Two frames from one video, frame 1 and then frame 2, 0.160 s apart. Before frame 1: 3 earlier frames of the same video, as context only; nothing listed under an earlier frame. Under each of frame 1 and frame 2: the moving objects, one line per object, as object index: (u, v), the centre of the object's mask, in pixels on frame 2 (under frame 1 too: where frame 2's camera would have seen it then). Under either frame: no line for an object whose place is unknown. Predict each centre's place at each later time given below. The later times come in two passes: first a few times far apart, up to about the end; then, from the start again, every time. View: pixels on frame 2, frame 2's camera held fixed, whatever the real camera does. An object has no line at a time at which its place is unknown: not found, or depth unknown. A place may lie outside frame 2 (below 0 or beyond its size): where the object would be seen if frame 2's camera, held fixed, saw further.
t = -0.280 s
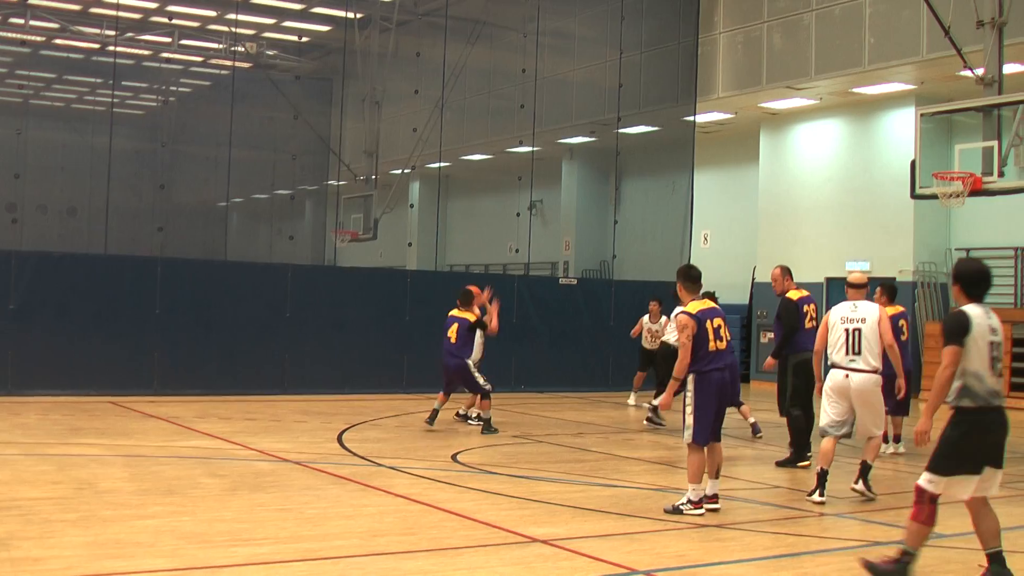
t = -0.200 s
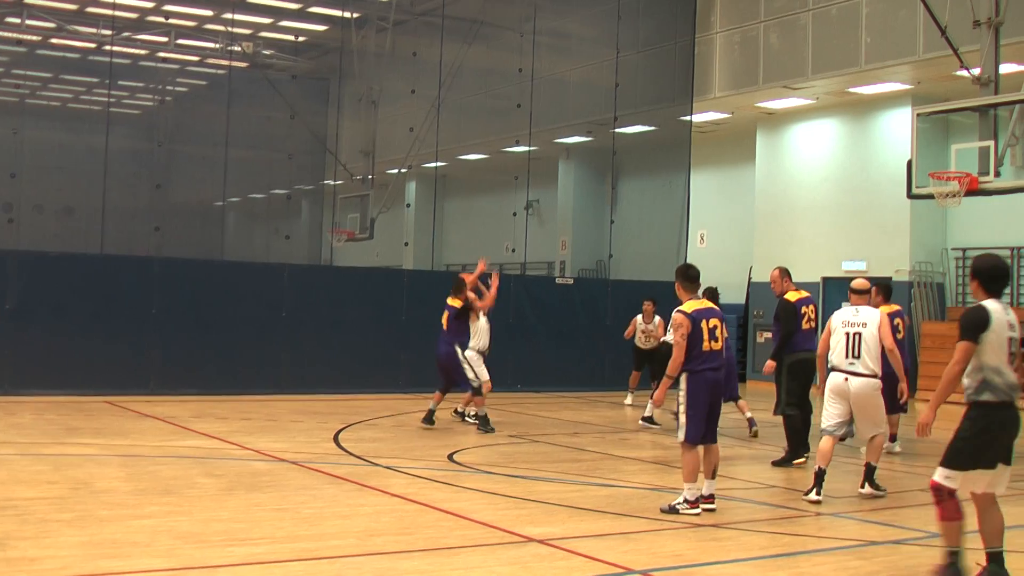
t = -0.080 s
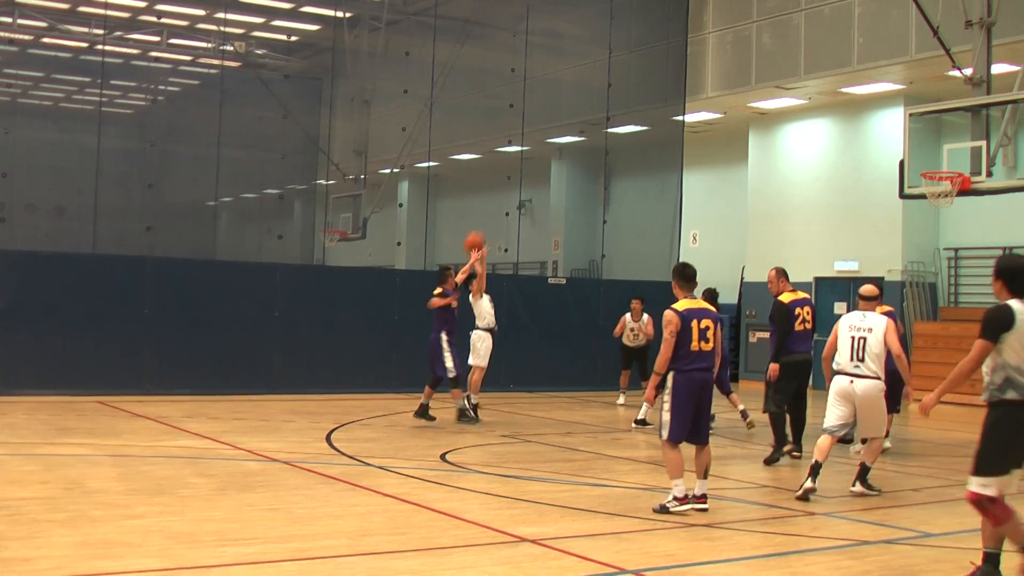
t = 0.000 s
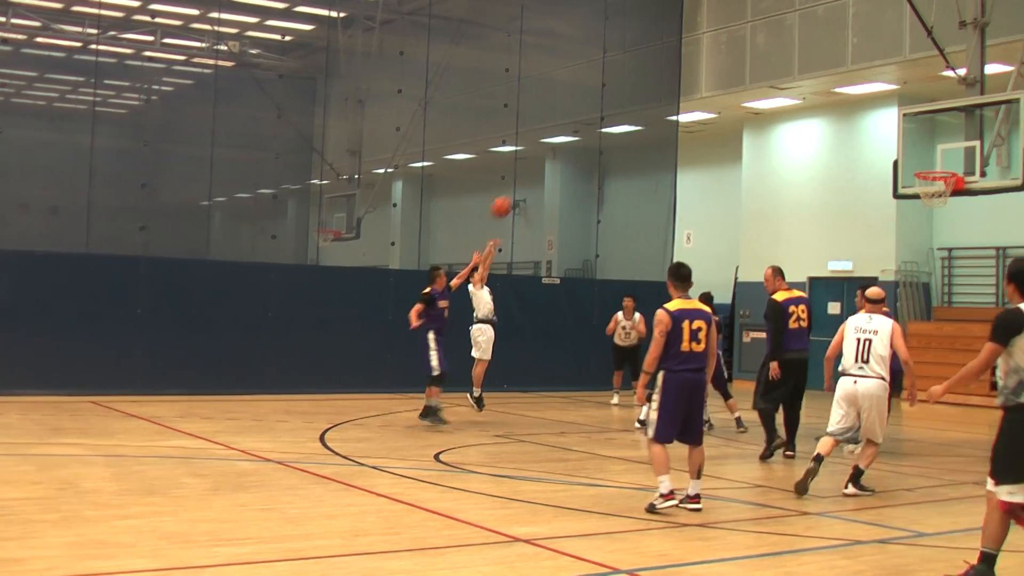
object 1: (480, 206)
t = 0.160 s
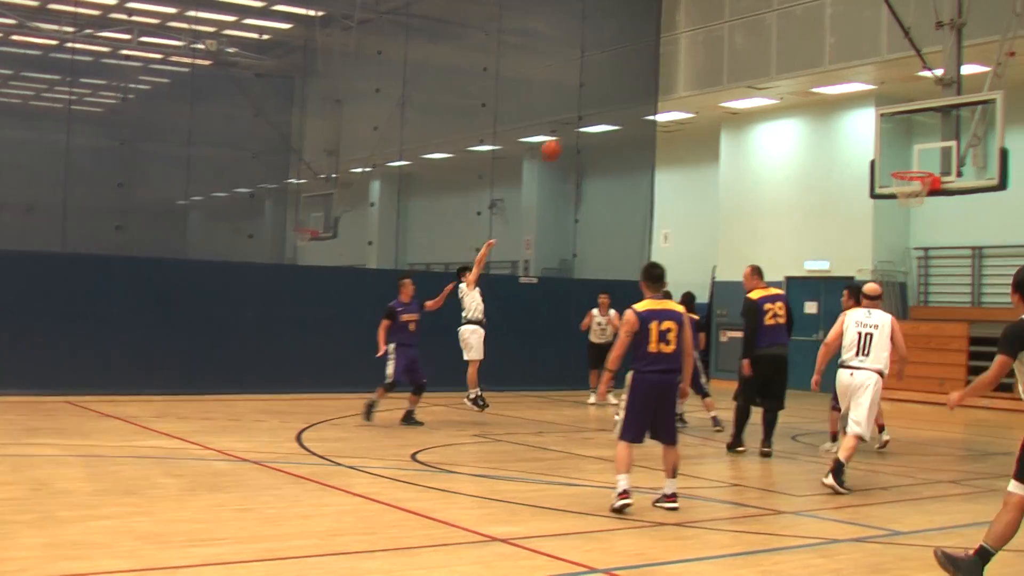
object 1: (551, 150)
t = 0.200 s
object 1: (569, 139)
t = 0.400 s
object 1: (657, 102)
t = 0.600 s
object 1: (746, 97)
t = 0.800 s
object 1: (835, 125)
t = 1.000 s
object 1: (912, 173)
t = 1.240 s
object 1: (848, 206)
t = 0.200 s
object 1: (569, 139)
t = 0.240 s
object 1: (586, 129)
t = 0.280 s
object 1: (604, 120)
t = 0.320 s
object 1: (622, 114)
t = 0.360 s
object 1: (639, 107)
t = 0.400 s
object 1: (657, 102)
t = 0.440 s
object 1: (675, 99)
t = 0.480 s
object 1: (693, 97)
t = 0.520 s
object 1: (710, 96)
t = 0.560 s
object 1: (728, 96)
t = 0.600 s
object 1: (746, 97)
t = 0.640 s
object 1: (764, 101)
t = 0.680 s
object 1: (783, 105)
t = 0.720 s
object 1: (799, 111)
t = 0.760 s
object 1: (817, 117)
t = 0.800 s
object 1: (835, 125)
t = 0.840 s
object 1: (854, 135)
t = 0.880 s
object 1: (871, 146)
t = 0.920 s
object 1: (890, 158)
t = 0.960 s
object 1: (907, 168)
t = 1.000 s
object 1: (912, 173)
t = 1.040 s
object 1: (902, 180)
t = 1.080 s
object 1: (892, 182)
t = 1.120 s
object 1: (882, 186)
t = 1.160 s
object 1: (871, 191)
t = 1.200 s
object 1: (859, 199)
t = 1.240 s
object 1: (848, 206)
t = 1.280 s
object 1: (837, 216)
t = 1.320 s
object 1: (826, 227)
